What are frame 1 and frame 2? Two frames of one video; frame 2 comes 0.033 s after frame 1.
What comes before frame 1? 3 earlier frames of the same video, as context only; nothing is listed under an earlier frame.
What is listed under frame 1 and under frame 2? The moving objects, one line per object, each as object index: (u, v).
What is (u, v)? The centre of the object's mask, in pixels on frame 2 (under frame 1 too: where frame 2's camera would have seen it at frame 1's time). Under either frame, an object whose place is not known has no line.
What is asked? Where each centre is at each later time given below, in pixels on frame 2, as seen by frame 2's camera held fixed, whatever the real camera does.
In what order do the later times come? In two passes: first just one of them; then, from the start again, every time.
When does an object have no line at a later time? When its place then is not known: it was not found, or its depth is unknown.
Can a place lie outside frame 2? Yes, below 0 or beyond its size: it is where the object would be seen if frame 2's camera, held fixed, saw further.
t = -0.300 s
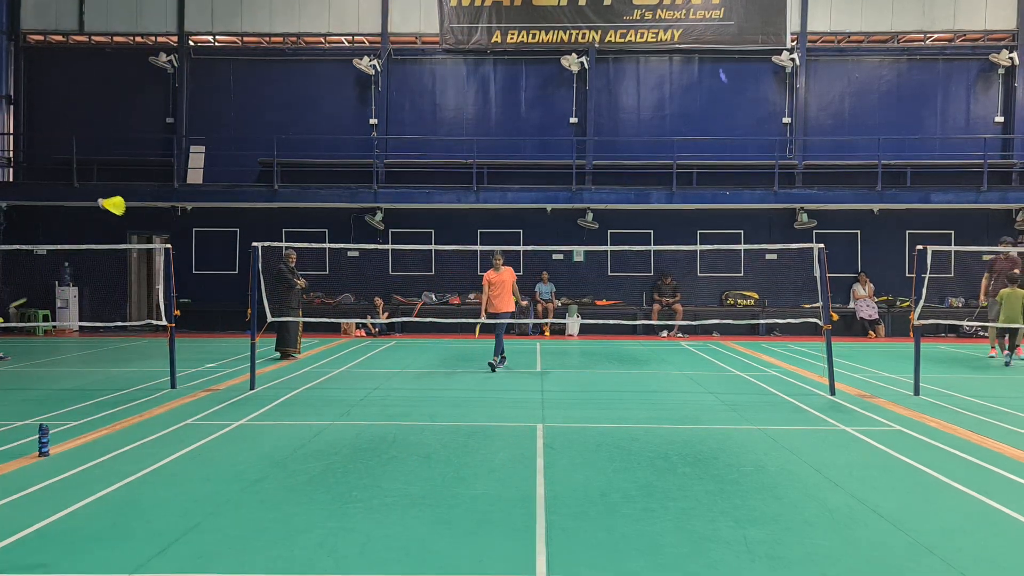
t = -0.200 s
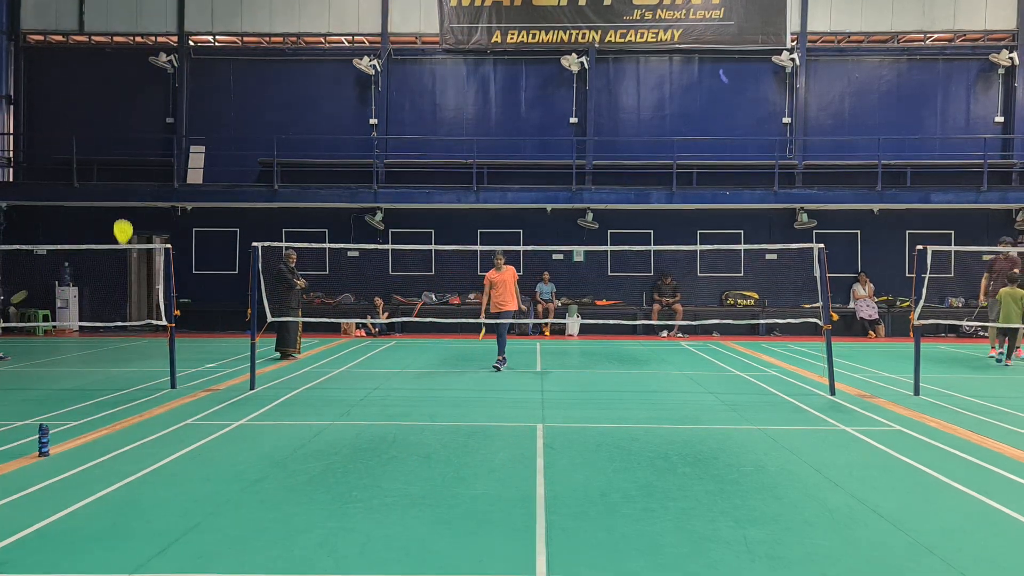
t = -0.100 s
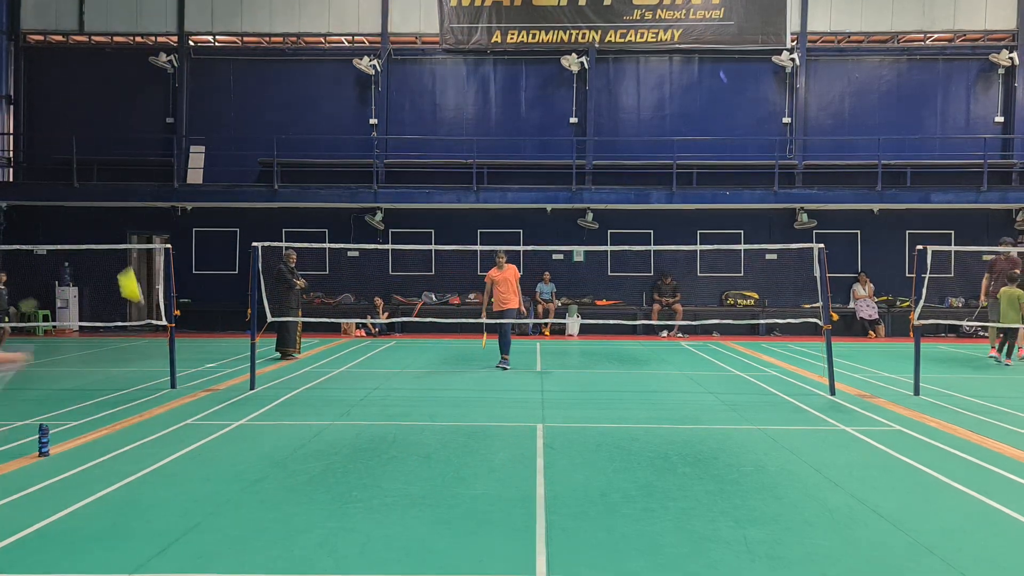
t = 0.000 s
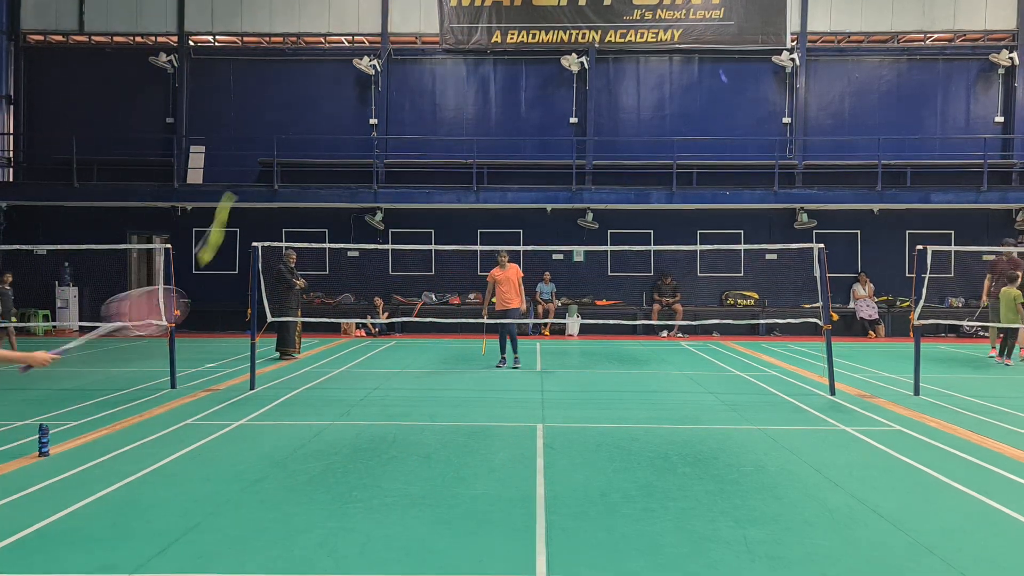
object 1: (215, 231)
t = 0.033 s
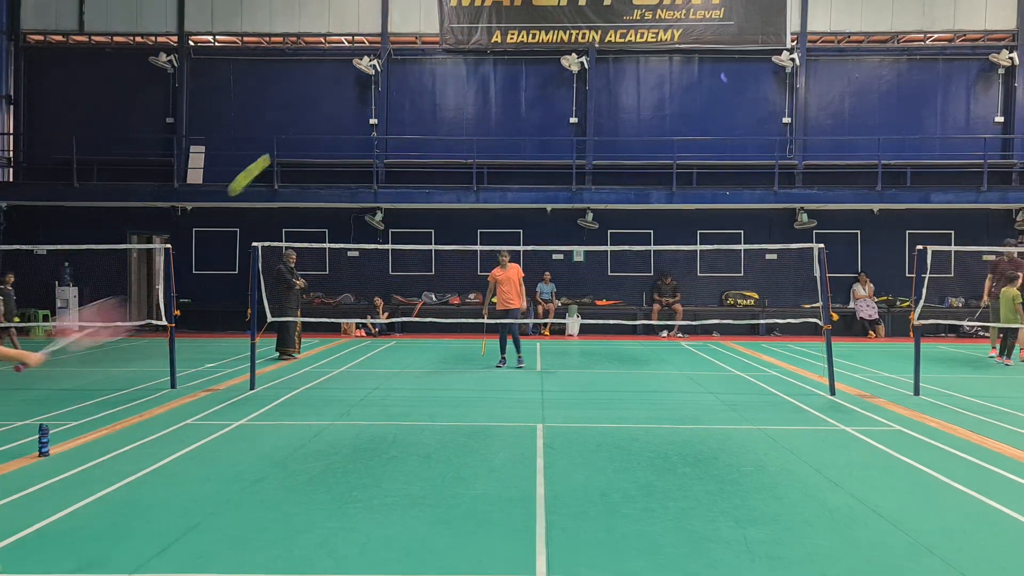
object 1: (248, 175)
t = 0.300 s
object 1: (359, 63)
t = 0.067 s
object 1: (279, 143)
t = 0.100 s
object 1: (298, 117)
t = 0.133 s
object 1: (314, 99)
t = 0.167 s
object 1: (327, 86)
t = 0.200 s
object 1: (337, 77)
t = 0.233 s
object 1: (346, 70)
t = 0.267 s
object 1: (353, 65)
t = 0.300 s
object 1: (359, 63)
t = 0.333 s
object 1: (365, 61)
